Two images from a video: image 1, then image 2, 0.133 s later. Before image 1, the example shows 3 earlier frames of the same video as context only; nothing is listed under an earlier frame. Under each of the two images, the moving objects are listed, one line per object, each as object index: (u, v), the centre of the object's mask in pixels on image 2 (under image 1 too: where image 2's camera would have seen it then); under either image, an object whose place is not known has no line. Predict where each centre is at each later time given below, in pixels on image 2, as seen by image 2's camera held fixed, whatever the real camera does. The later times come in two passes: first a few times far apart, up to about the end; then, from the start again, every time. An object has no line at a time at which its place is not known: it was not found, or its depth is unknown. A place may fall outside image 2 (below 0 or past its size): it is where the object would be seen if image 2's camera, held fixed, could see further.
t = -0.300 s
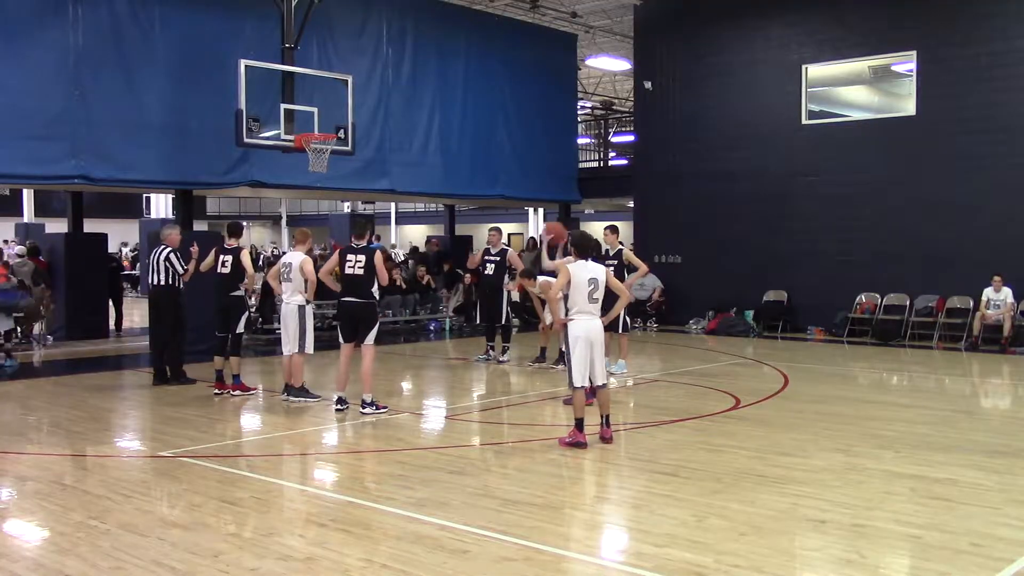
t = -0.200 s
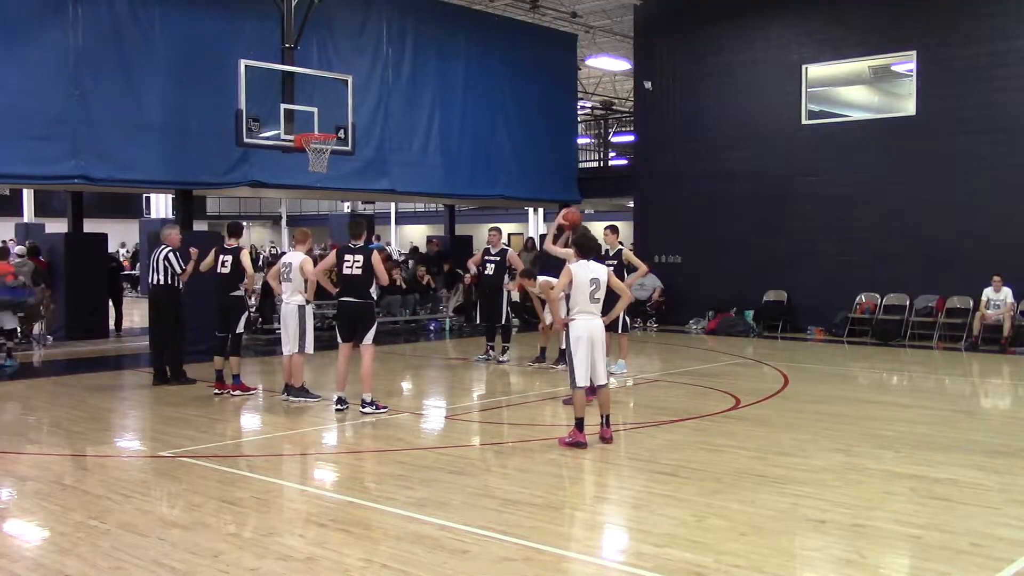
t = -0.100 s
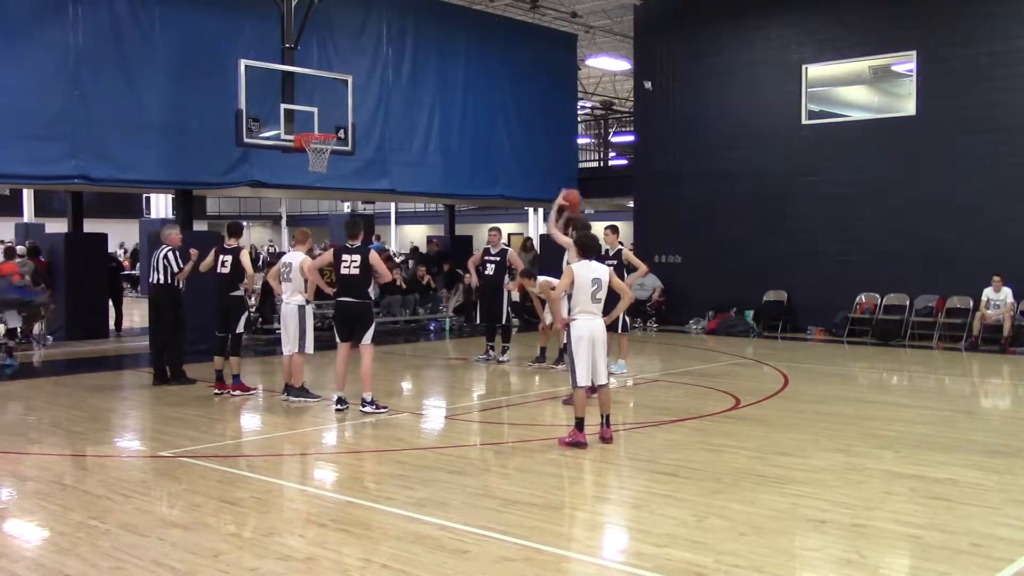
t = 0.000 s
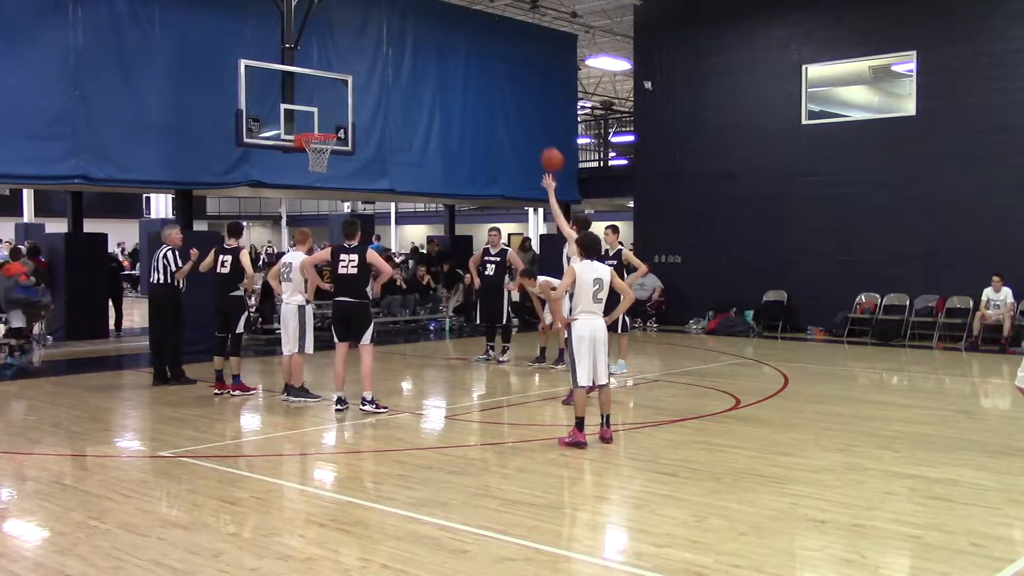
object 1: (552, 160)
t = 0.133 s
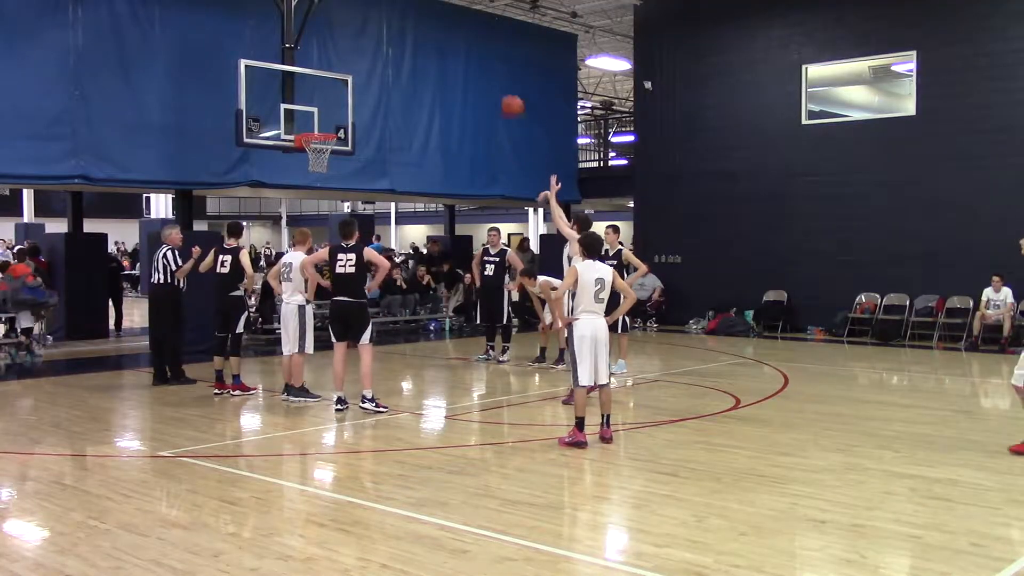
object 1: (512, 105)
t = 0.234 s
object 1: (483, 78)
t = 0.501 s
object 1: (416, 49)
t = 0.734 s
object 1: (365, 72)
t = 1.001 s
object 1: (318, 141)
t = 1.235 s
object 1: (324, 158)
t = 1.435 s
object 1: (335, 191)
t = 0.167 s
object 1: (502, 95)
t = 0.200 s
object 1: (493, 86)
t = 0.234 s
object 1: (483, 78)
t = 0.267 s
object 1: (475, 70)
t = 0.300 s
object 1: (466, 64)
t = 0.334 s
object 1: (457, 59)
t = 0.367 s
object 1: (449, 56)
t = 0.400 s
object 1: (440, 53)
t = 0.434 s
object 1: (432, 51)
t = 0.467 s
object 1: (424, 50)
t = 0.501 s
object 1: (416, 49)
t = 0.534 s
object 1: (408, 50)
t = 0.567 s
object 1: (401, 52)
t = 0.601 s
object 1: (393, 53)
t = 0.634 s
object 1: (386, 57)
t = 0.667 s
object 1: (379, 60)
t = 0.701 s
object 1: (371, 66)
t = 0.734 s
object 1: (365, 72)
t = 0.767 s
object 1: (358, 78)
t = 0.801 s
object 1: (350, 86)
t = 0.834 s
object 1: (343, 93)
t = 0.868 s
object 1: (337, 102)
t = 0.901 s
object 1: (331, 111)
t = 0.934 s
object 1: (325, 121)
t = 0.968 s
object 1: (319, 128)
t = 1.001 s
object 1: (318, 141)
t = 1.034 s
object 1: (316, 147)
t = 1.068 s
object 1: (317, 154)
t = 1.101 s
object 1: (318, 154)
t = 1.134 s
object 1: (318, 153)
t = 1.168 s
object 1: (321, 155)
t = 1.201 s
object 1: (323, 156)
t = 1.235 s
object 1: (324, 158)
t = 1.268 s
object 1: (325, 161)
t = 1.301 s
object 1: (328, 166)
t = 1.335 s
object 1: (331, 171)
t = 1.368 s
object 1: (332, 177)
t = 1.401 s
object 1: (333, 183)
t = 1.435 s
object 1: (335, 191)
